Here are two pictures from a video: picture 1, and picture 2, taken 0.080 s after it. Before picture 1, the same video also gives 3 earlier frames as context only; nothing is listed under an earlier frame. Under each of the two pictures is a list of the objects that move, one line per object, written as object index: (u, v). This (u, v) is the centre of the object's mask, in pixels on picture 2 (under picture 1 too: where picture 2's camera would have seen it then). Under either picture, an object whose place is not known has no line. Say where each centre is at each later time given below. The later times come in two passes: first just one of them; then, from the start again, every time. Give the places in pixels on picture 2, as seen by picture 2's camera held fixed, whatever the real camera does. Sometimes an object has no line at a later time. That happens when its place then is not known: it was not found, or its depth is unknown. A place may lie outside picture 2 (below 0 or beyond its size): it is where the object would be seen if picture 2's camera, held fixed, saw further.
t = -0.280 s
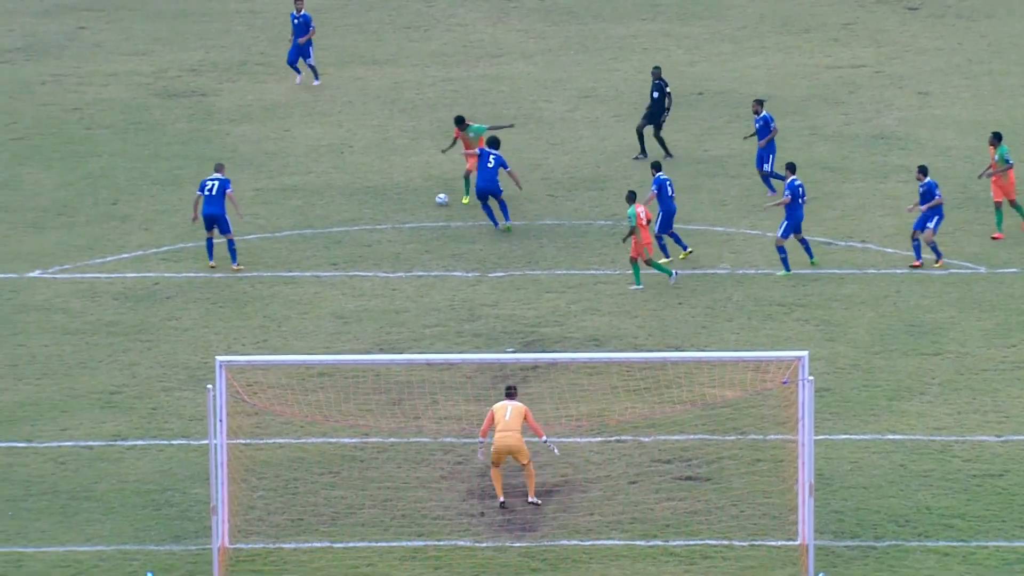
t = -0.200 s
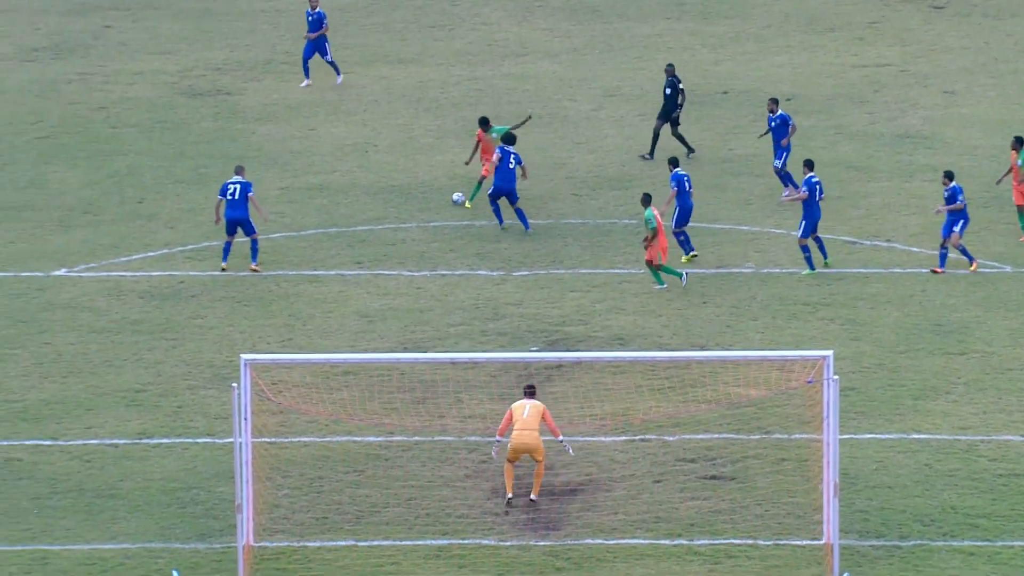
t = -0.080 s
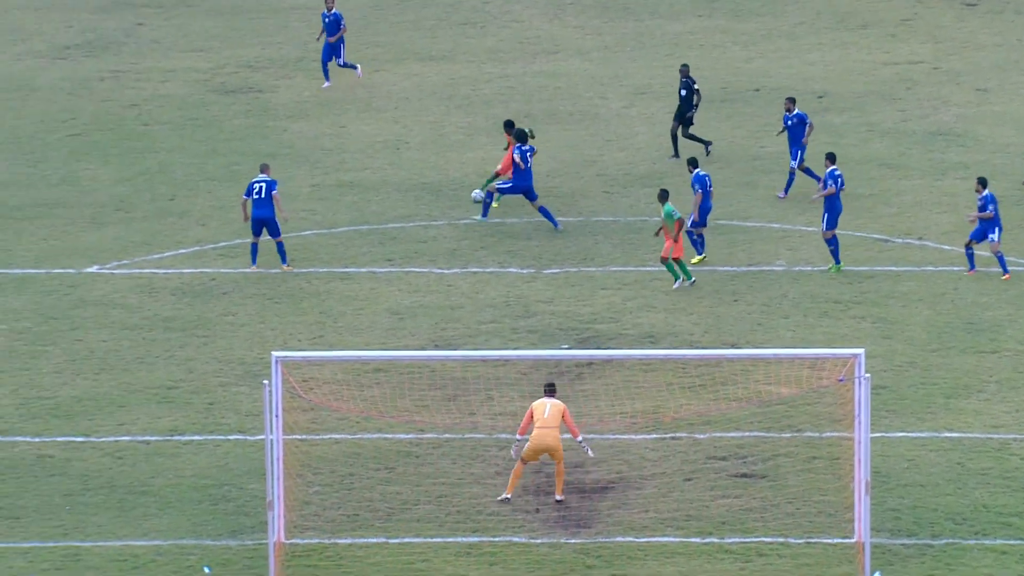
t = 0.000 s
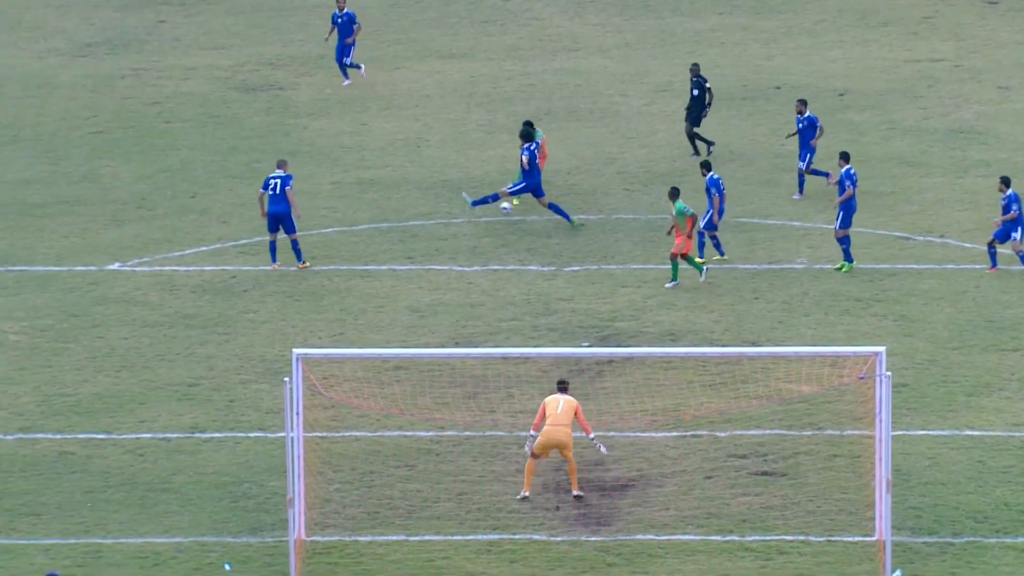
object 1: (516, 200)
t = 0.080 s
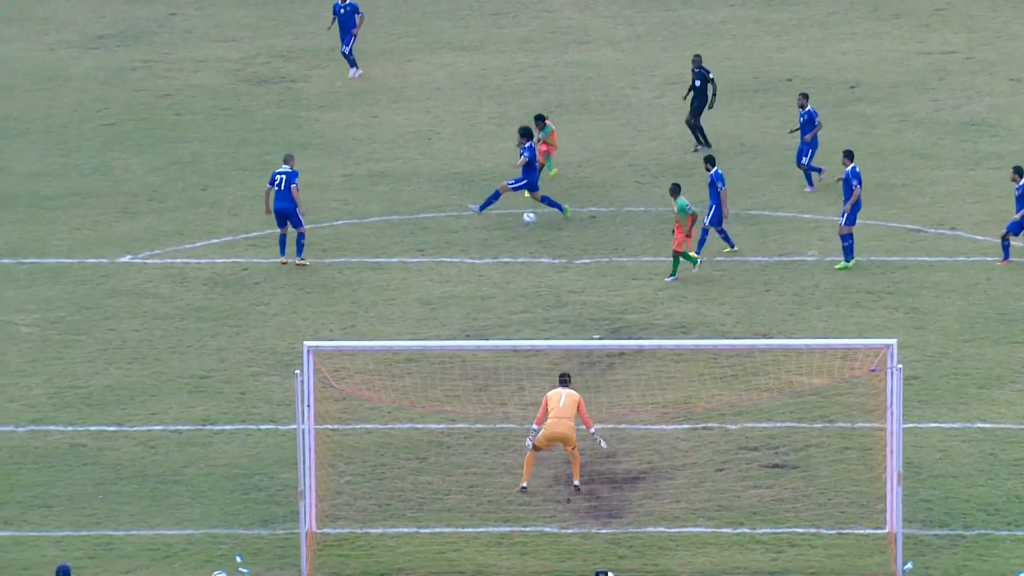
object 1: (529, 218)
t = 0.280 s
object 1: (566, 275)
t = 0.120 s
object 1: (536, 228)
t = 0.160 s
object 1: (544, 239)
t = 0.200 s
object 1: (551, 250)
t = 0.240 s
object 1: (558, 262)
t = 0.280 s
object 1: (566, 275)
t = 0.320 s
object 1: (574, 287)
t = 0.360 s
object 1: (583, 300)
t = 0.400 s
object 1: (592, 312)
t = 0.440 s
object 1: (601, 327)
